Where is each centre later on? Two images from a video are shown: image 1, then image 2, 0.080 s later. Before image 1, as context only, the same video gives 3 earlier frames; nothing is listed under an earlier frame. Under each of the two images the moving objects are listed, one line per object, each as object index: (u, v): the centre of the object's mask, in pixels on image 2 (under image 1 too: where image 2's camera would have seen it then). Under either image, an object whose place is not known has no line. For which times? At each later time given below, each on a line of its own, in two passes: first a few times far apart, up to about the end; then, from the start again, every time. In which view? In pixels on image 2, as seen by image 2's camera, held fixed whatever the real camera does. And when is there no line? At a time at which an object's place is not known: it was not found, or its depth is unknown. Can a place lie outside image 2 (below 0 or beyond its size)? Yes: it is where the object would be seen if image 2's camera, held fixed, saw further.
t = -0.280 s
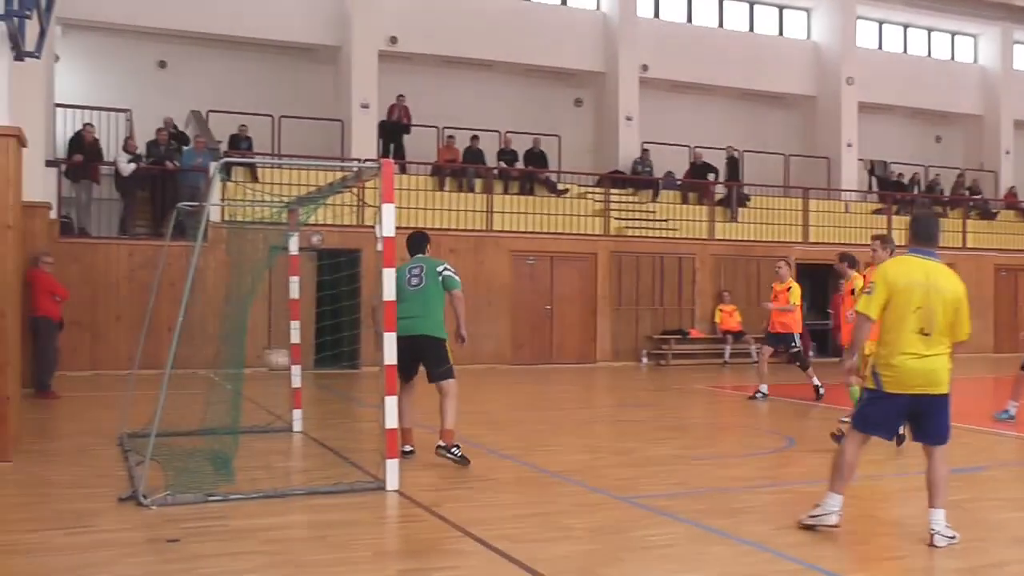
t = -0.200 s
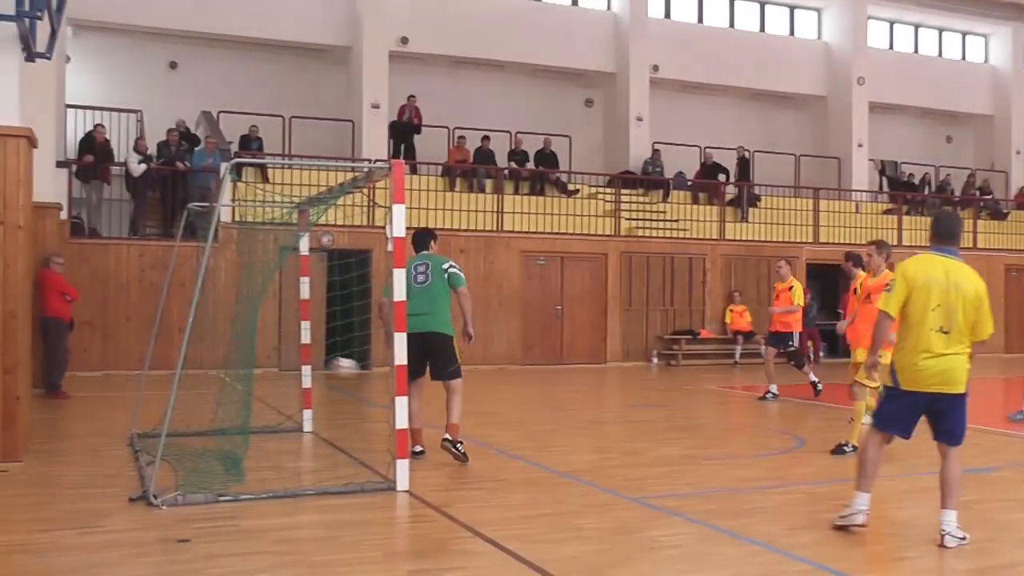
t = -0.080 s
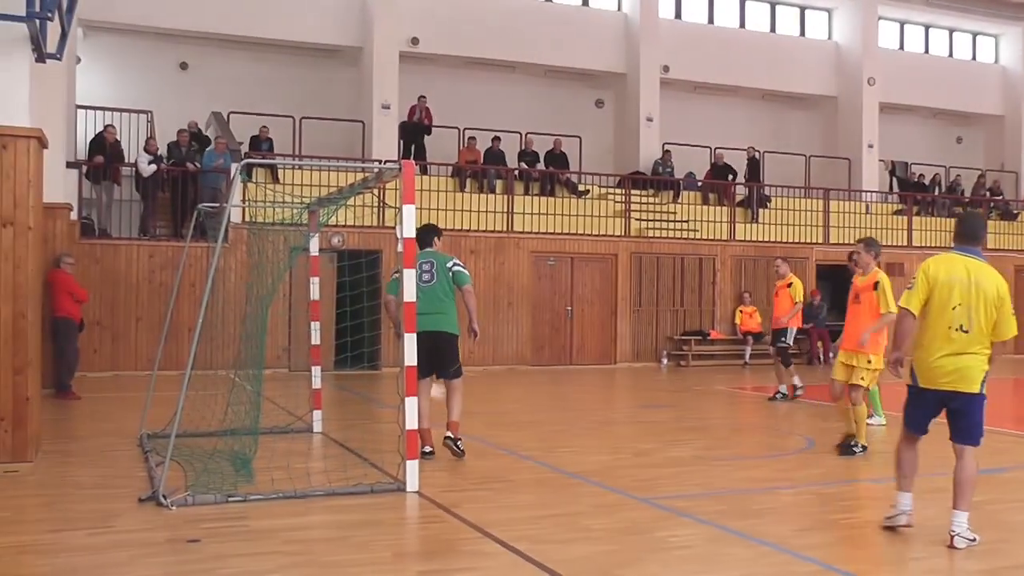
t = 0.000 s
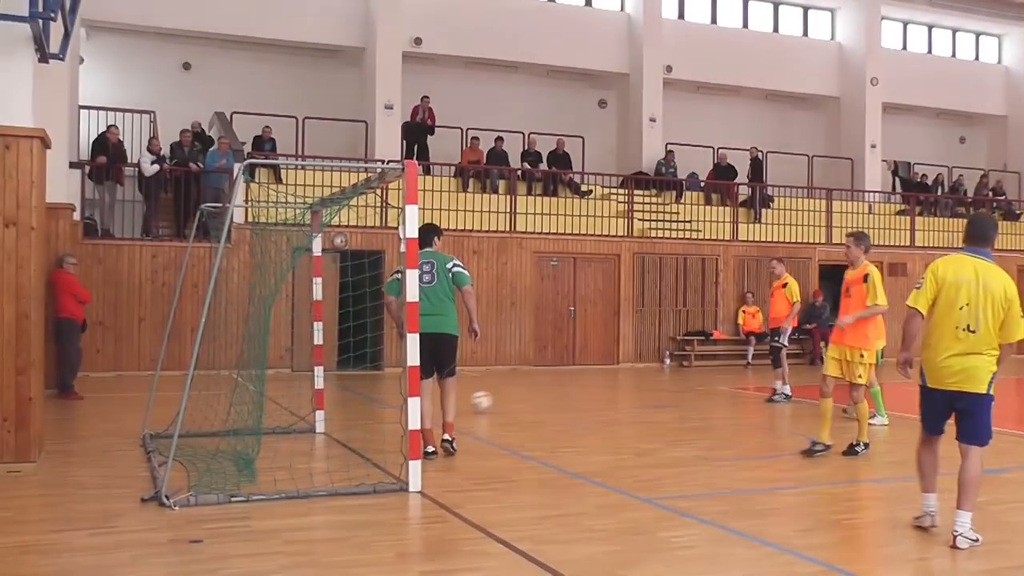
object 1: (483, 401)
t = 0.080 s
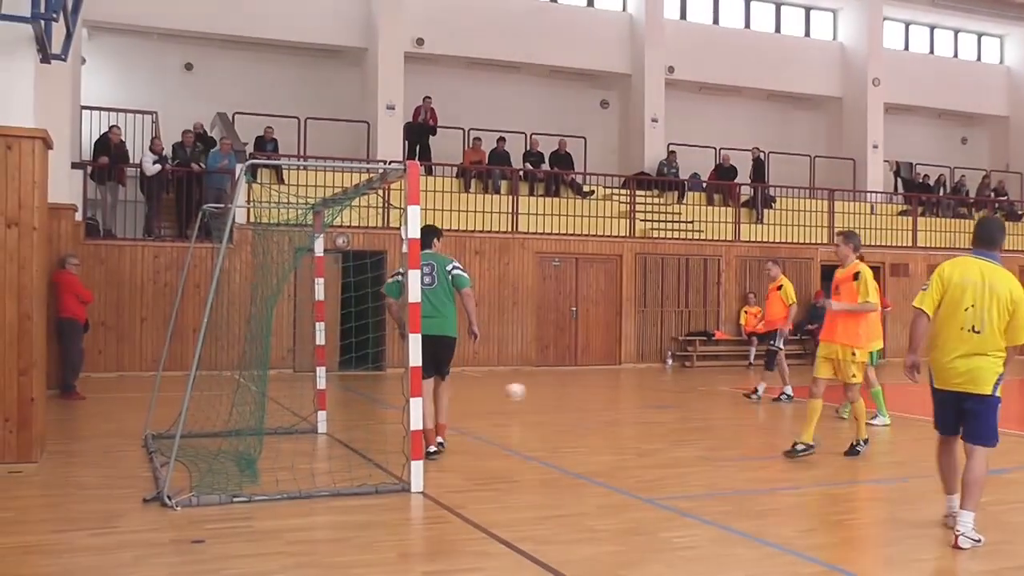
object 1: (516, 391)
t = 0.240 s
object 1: (578, 390)
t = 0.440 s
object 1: (641, 394)
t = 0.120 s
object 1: (532, 388)
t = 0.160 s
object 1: (548, 388)
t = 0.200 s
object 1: (563, 388)
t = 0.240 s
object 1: (578, 390)
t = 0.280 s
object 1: (593, 393)
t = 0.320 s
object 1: (608, 398)
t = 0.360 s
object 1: (620, 398)
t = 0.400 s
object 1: (630, 394)
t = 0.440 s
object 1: (641, 394)
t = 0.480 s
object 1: (651, 393)
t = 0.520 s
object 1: (661, 394)
